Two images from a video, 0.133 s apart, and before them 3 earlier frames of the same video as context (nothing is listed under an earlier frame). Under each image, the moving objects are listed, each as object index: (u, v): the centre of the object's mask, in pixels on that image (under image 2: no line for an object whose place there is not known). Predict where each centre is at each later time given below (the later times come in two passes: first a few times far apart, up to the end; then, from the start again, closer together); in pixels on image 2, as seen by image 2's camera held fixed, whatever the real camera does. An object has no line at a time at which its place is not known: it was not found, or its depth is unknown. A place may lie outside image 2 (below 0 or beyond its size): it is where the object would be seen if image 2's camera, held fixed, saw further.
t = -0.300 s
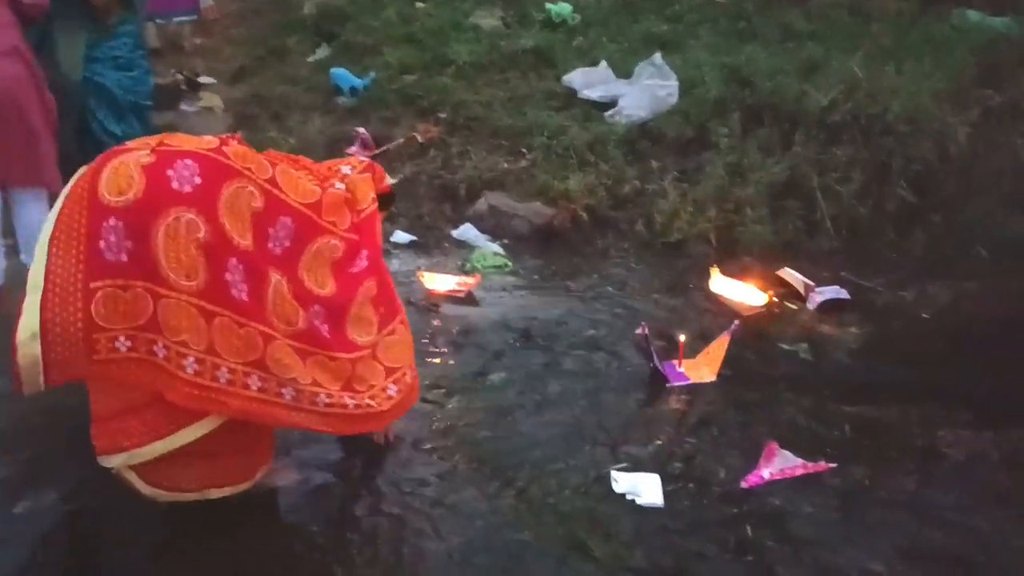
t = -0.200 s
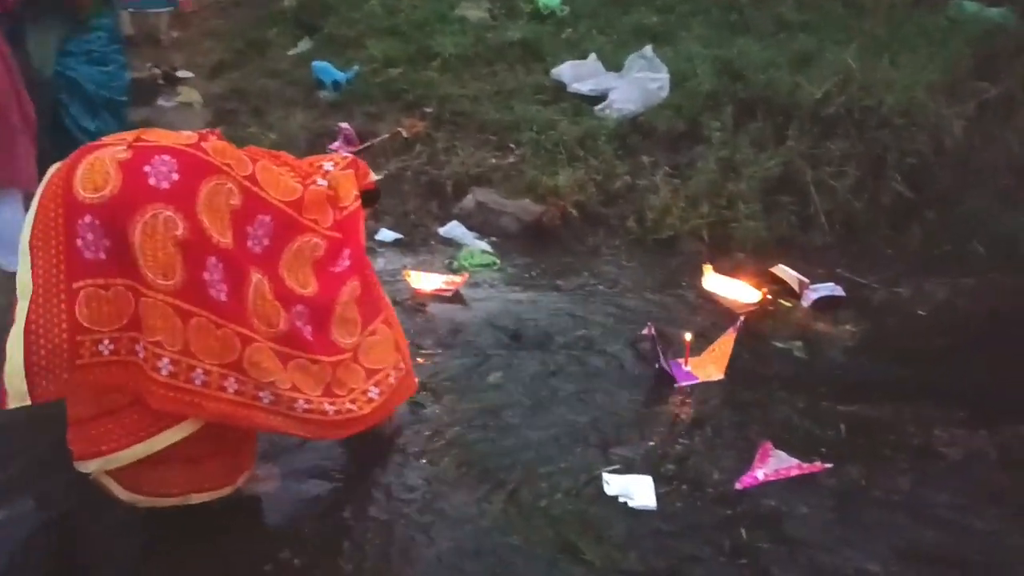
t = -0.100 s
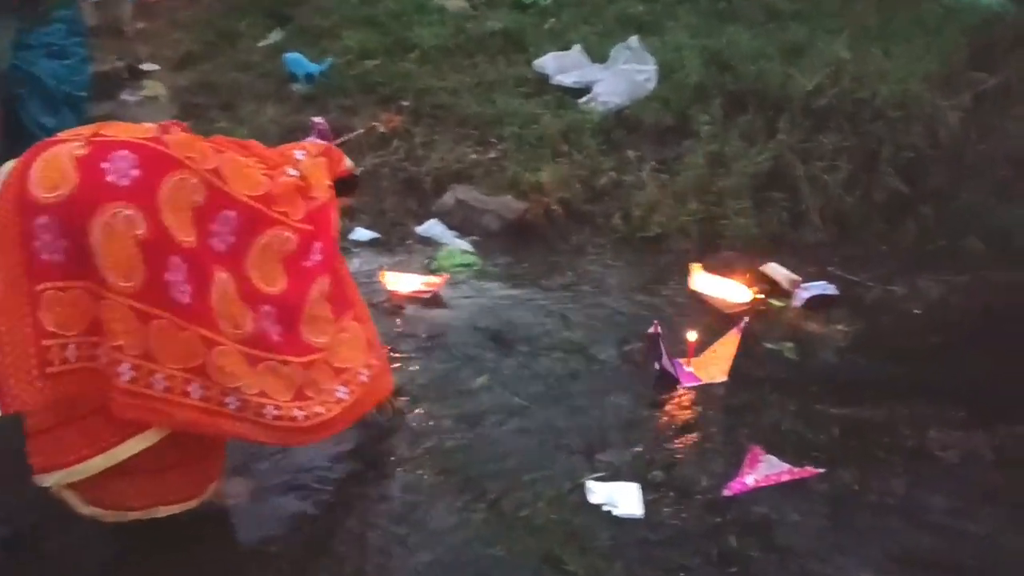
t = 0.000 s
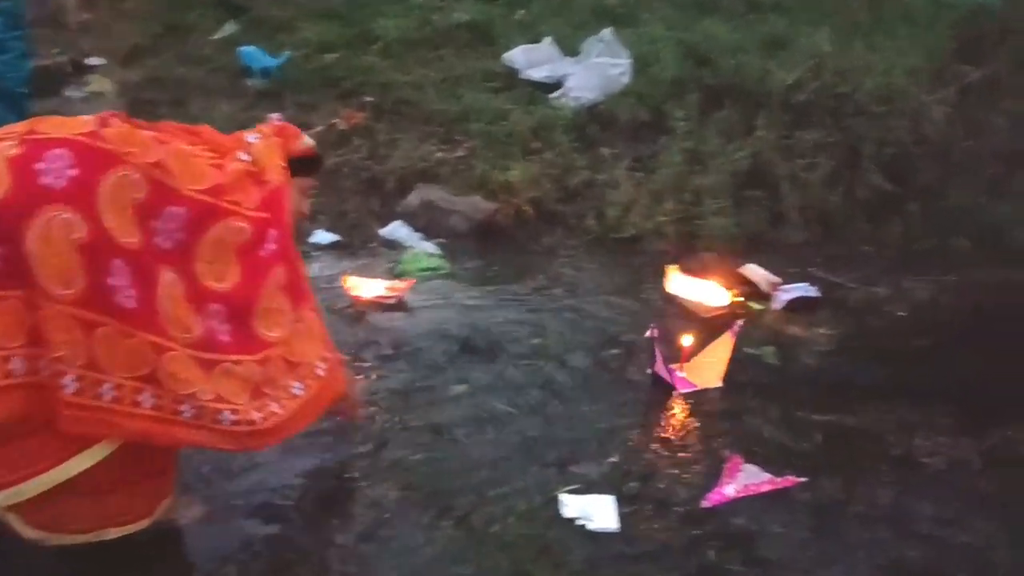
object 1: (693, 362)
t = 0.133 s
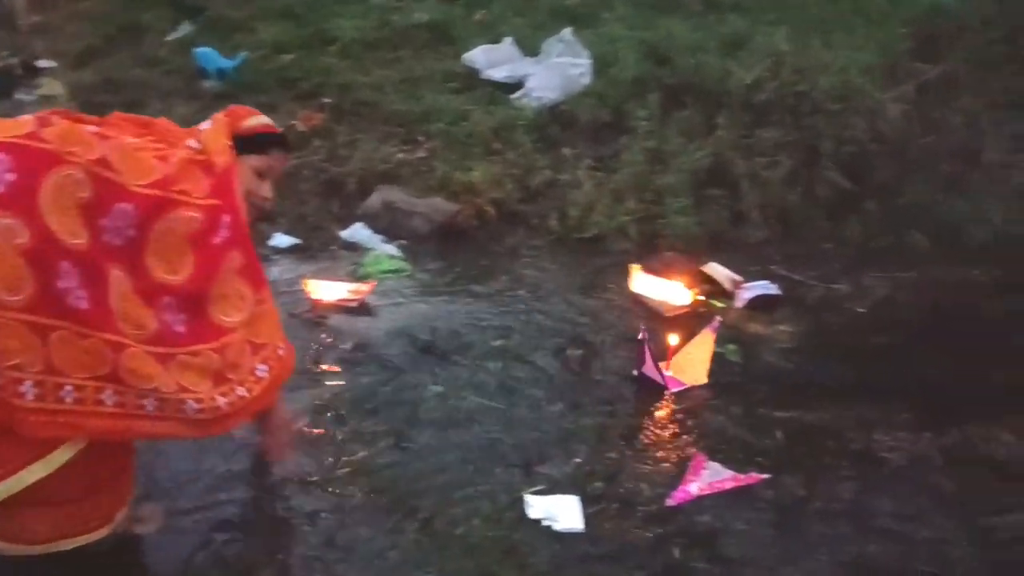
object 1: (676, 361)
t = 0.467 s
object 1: (720, 360)
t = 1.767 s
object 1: (939, 358)
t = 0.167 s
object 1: (682, 361)
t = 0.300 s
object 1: (702, 360)
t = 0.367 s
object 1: (710, 360)
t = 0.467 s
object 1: (720, 360)
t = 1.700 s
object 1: (927, 359)
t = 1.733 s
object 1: (933, 359)
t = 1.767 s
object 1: (939, 358)
